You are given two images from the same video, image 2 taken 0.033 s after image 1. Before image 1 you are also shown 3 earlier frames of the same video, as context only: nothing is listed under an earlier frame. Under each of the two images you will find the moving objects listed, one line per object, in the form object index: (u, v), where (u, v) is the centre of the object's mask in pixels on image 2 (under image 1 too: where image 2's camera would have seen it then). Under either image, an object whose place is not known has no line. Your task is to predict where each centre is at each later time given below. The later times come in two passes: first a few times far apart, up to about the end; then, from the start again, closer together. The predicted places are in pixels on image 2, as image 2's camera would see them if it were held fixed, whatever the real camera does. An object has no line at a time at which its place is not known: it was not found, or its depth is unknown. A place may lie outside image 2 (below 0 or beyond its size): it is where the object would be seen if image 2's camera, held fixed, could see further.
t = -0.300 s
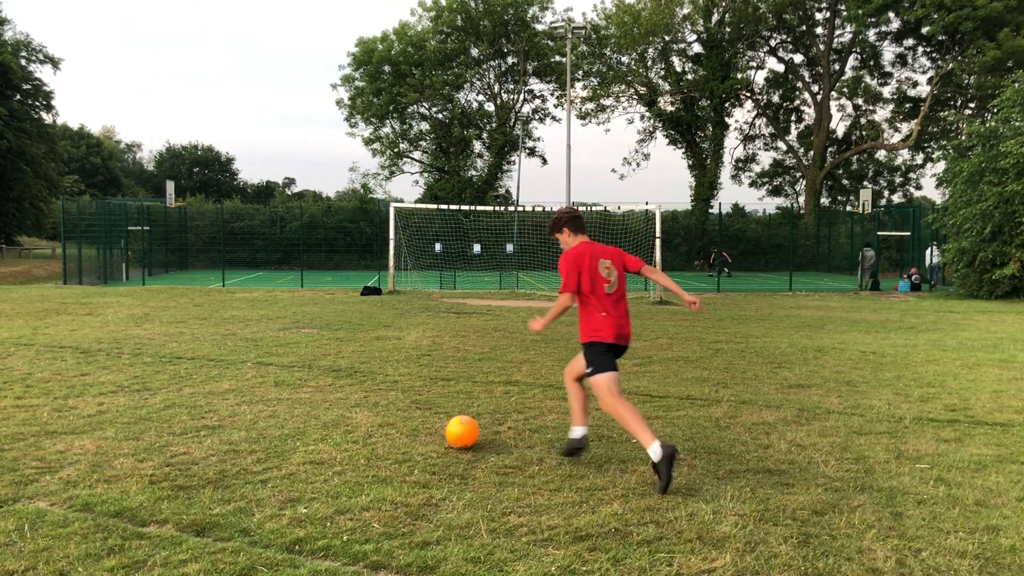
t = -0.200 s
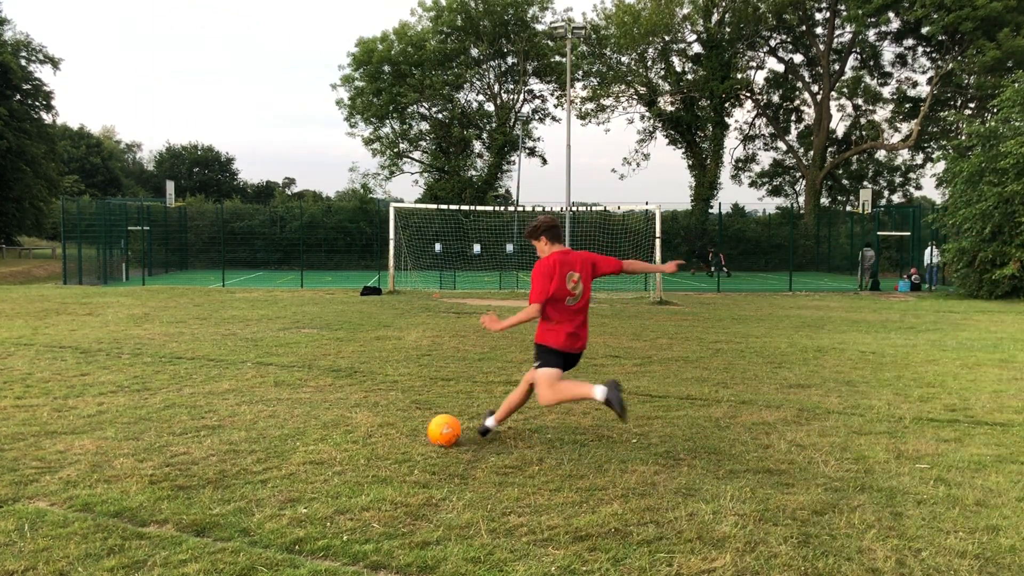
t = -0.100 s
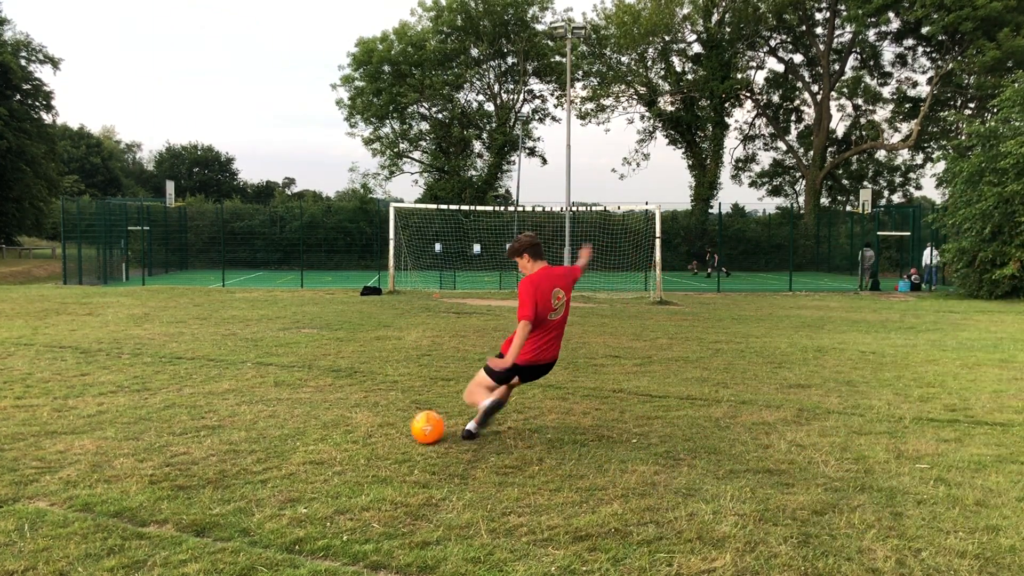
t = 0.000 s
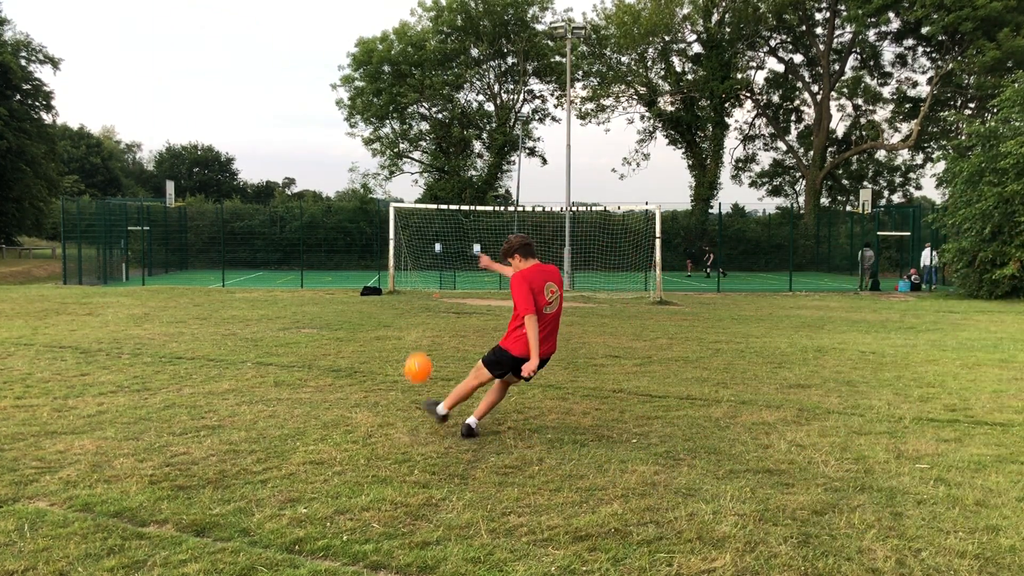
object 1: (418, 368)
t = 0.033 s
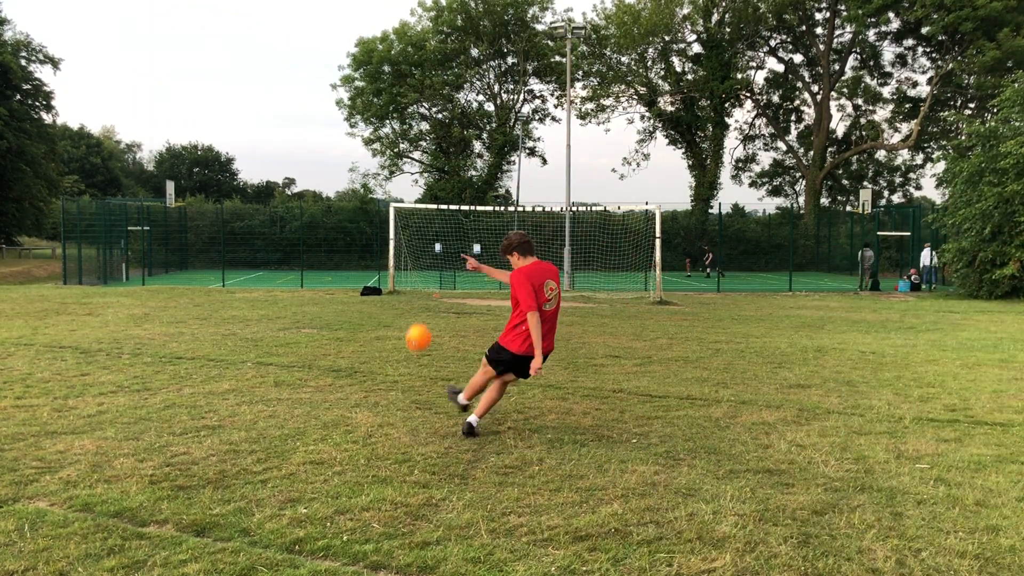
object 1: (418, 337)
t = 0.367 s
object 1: (431, 208)
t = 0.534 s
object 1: (437, 193)
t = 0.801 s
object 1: (448, 193)
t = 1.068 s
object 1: (457, 193)
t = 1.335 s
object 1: (464, 187)
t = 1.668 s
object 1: (472, 211)
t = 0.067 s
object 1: (419, 312)
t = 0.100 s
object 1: (420, 291)
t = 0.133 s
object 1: (421, 274)
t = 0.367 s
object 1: (431, 208)
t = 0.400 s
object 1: (432, 203)
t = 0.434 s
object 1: (433, 199)
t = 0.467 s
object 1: (435, 196)
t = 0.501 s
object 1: (436, 194)
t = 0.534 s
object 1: (437, 193)
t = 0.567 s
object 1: (438, 191)
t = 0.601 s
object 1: (440, 190)
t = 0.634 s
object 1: (441, 190)
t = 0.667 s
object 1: (442, 190)
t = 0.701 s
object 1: (444, 190)
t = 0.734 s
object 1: (445, 191)
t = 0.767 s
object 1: (447, 192)
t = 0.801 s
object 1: (448, 193)
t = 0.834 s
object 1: (449, 194)
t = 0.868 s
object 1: (451, 196)
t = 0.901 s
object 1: (452, 198)
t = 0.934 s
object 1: (454, 200)
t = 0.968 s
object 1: (455, 201)
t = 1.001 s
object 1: (456, 199)
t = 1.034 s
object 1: (457, 196)
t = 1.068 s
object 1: (457, 193)
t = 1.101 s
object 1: (458, 190)
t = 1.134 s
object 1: (459, 188)
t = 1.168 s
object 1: (460, 187)
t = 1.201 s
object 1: (461, 186)
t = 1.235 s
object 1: (462, 186)
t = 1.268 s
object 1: (463, 186)
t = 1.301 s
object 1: (464, 186)
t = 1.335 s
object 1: (464, 187)
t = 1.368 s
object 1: (465, 188)
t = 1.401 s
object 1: (466, 189)
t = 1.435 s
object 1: (467, 191)
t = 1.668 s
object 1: (472, 211)
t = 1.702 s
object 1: (473, 215)
